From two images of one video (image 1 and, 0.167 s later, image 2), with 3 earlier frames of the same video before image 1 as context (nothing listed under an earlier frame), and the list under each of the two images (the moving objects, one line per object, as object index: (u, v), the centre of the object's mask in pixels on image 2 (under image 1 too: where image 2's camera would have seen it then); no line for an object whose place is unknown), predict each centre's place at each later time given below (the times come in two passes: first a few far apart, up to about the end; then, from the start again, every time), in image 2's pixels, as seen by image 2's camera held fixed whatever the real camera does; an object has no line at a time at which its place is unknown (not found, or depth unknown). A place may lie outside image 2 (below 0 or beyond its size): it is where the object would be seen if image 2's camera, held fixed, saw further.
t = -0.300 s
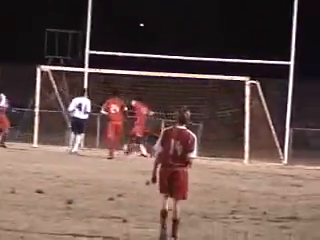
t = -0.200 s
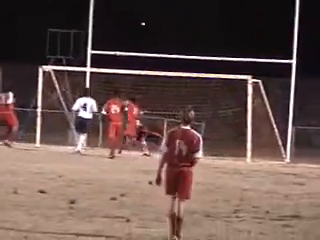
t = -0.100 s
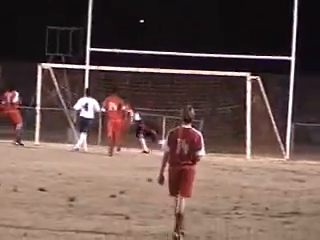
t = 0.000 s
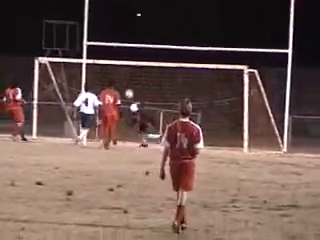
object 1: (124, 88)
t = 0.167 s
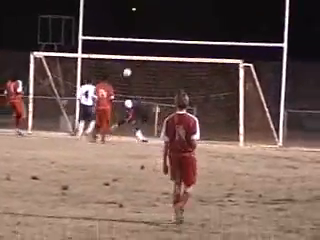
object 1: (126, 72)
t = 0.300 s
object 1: (128, 67)
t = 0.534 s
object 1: (132, 70)
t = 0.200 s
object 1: (126, 69)
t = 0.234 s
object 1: (127, 68)
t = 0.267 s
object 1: (128, 67)
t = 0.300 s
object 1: (128, 67)
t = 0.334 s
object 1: (129, 66)
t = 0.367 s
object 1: (129, 66)
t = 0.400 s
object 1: (130, 66)
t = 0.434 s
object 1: (130, 67)
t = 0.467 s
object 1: (130, 68)
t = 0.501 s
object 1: (131, 69)
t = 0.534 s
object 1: (132, 70)
